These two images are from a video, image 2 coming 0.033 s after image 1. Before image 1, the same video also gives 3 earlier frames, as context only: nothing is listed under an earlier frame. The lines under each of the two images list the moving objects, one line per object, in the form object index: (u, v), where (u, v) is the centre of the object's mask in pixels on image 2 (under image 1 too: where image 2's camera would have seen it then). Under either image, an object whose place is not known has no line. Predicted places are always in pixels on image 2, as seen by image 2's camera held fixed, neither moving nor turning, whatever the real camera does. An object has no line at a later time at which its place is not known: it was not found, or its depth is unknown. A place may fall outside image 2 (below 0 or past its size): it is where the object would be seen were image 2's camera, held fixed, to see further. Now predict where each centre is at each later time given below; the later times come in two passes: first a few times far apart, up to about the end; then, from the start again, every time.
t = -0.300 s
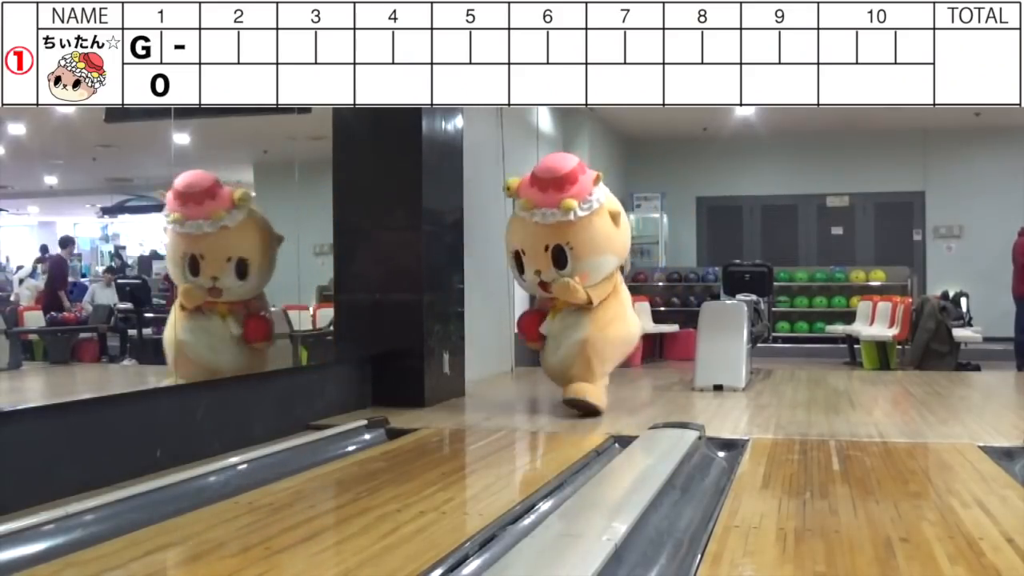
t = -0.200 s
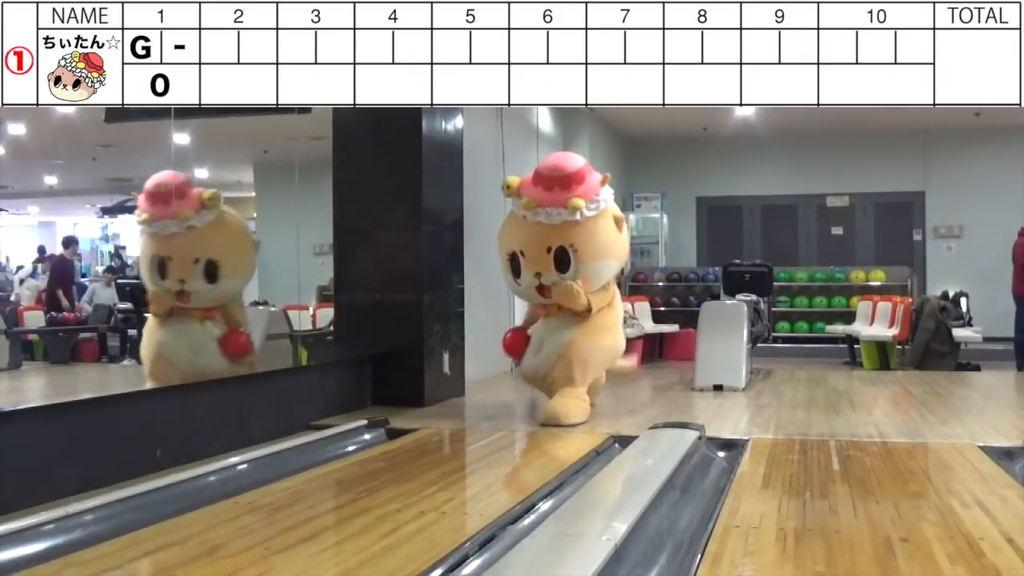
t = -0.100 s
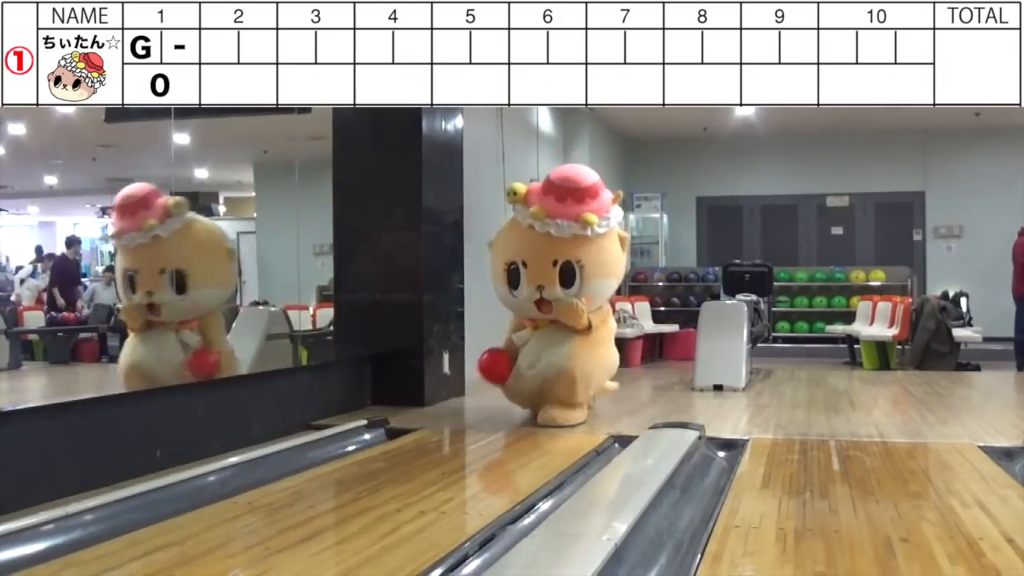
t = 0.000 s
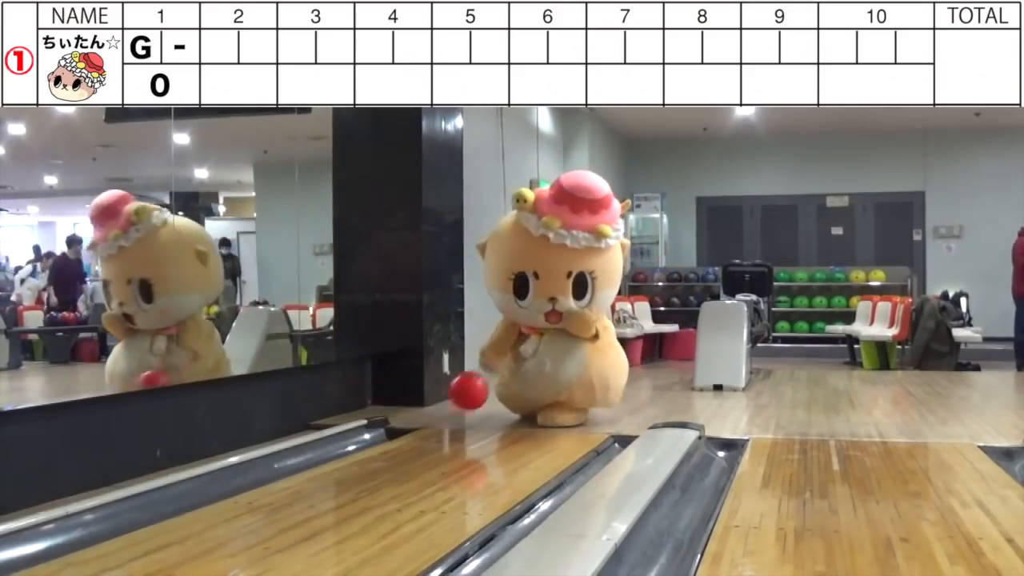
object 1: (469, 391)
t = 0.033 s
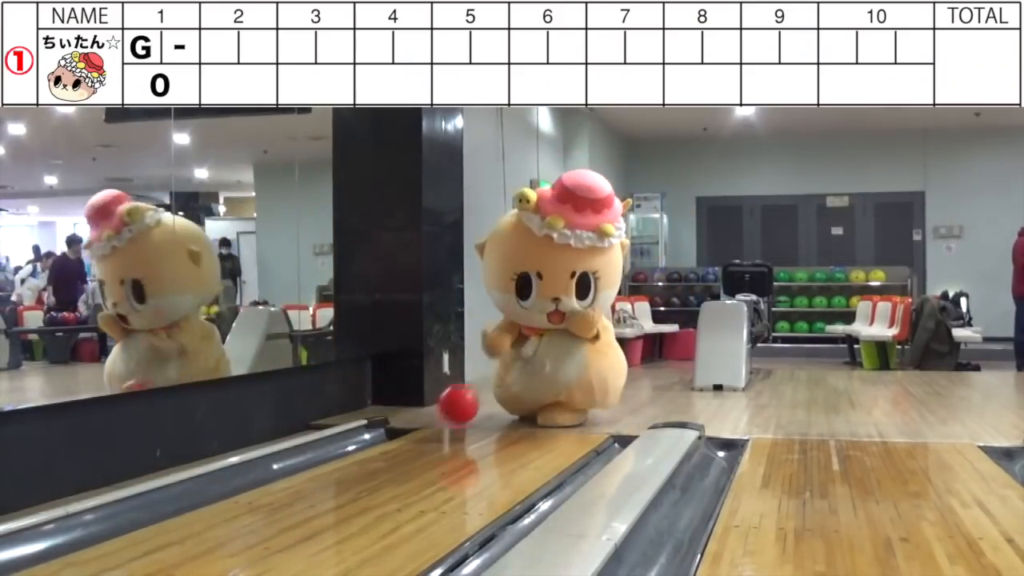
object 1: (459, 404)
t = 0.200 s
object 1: (399, 441)
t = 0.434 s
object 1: (270, 492)
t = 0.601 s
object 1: (113, 544)
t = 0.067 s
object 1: (448, 420)
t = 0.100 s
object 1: (438, 426)
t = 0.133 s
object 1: (426, 431)
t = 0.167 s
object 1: (413, 436)
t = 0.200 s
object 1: (399, 441)
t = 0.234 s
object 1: (386, 447)
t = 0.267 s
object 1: (370, 453)
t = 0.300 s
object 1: (353, 460)
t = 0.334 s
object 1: (335, 467)
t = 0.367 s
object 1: (315, 474)
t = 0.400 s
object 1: (294, 482)
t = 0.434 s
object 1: (270, 492)
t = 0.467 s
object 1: (245, 501)
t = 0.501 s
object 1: (216, 512)
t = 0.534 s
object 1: (184, 524)
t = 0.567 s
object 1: (150, 536)
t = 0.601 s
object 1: (113, 544)
